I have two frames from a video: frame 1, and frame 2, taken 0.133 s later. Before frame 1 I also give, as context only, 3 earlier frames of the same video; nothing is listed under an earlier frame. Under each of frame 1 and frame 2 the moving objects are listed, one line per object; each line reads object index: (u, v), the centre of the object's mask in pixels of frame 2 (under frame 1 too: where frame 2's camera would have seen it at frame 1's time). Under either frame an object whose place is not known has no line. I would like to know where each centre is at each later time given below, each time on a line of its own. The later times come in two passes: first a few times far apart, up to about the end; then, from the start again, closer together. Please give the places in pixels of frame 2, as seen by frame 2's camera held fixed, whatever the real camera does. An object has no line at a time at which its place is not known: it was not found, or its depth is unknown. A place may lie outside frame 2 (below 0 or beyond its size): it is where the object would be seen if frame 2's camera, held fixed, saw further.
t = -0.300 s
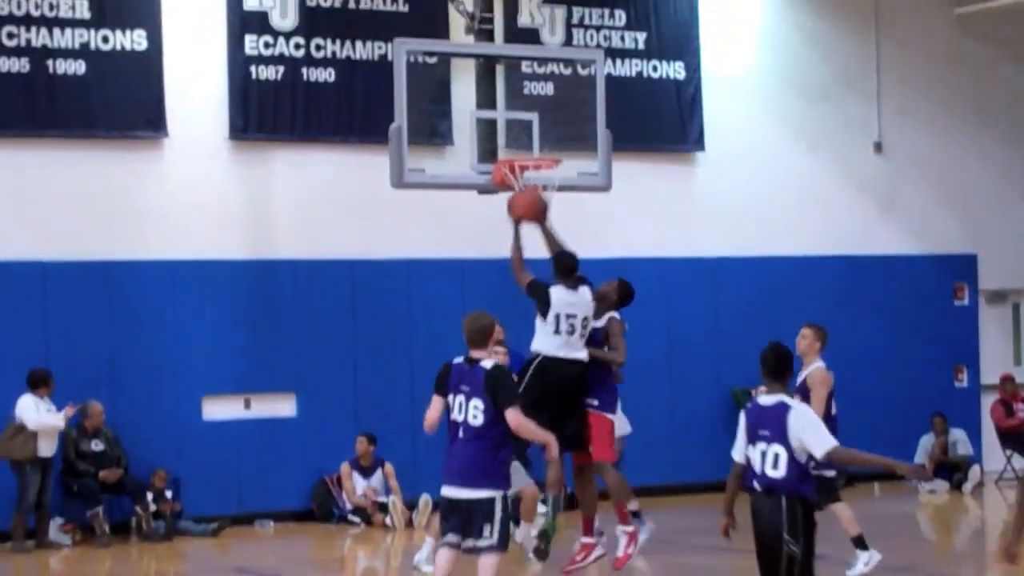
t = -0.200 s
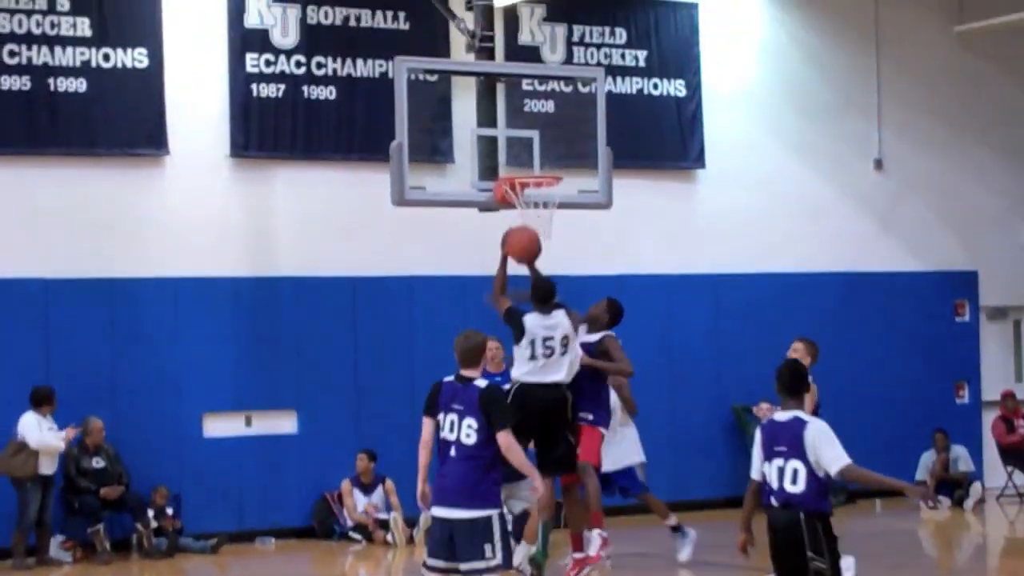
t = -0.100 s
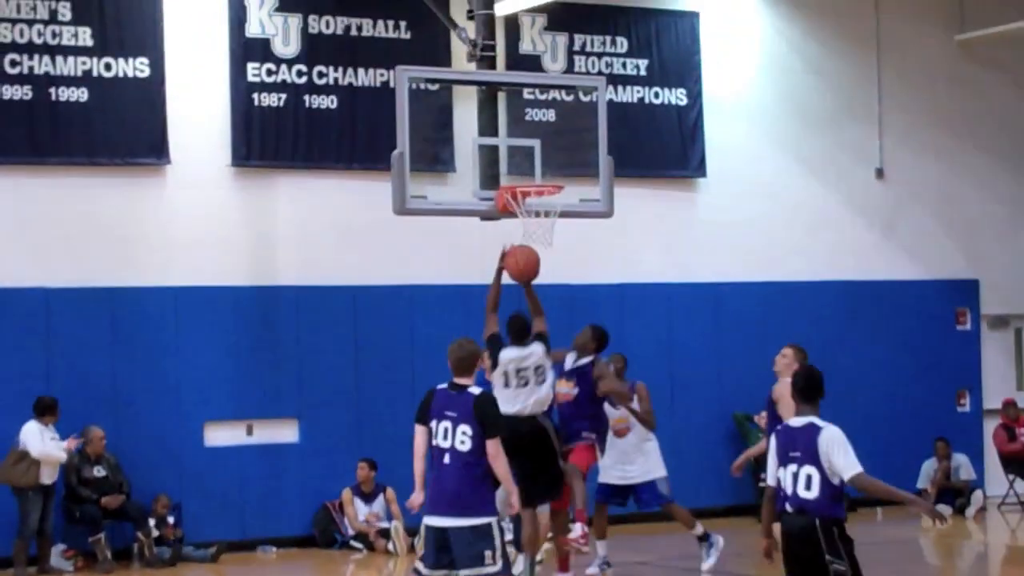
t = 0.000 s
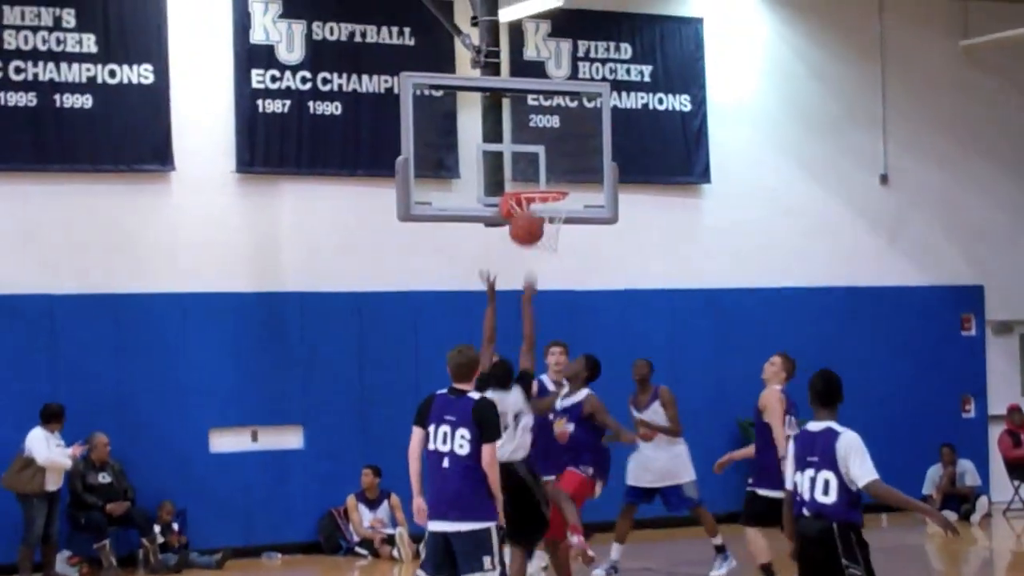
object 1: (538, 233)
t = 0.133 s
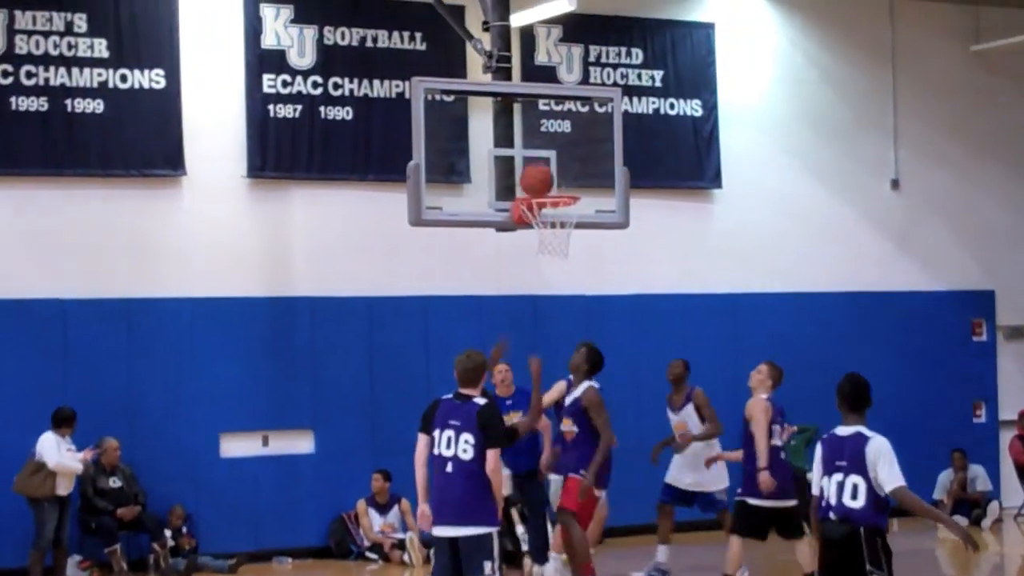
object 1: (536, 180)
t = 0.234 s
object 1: (536, 156)
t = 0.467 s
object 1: (538, 158)
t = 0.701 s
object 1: (569, 213)
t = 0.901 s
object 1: (552, 246)
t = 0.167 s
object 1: (536, 171)
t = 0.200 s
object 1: (536, 163)
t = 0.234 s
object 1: (536, 156)
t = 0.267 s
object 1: (537, 152)
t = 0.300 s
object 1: (537, 151)
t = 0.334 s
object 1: (537, 149)
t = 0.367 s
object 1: (537, 149)
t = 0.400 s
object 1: (538, 150)
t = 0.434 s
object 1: (538, 154)
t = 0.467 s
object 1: (538, 158)
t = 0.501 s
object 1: (538, 164)
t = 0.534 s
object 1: (538, 172)
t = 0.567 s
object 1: (539, 179)
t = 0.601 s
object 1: (539, 186)
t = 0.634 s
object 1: (544, 190)
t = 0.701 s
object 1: (569, 213)
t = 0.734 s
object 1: (564, 215)
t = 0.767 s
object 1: (563, 222)
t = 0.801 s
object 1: (561, 230)
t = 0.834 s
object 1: (558, 234)
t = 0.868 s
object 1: (554, 249)
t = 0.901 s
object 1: (552, 246)
